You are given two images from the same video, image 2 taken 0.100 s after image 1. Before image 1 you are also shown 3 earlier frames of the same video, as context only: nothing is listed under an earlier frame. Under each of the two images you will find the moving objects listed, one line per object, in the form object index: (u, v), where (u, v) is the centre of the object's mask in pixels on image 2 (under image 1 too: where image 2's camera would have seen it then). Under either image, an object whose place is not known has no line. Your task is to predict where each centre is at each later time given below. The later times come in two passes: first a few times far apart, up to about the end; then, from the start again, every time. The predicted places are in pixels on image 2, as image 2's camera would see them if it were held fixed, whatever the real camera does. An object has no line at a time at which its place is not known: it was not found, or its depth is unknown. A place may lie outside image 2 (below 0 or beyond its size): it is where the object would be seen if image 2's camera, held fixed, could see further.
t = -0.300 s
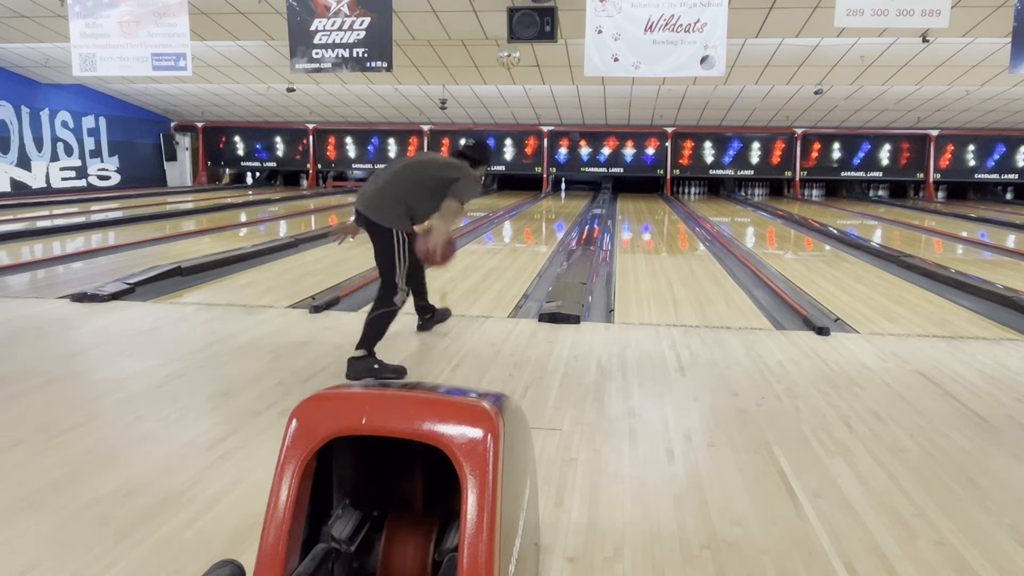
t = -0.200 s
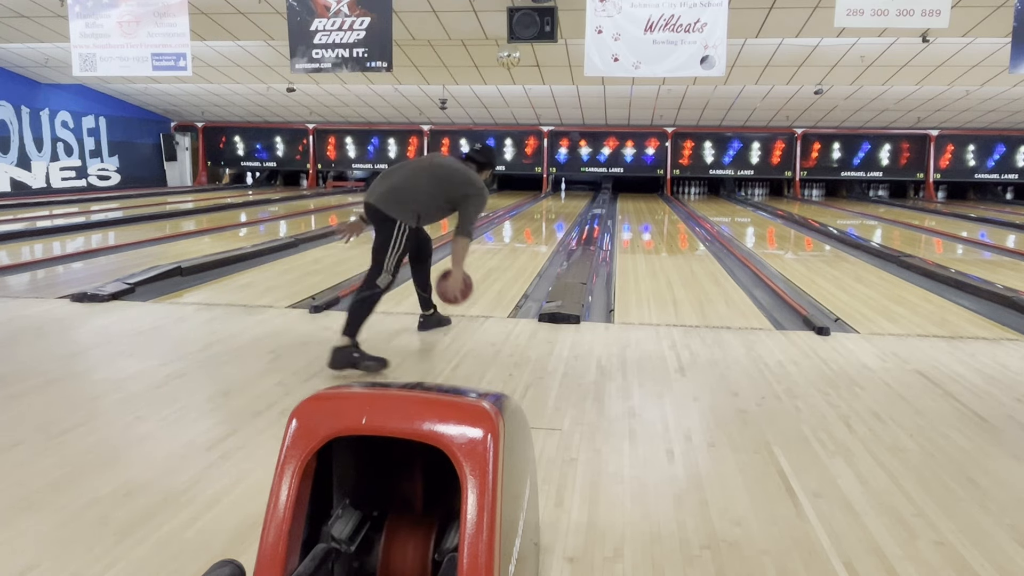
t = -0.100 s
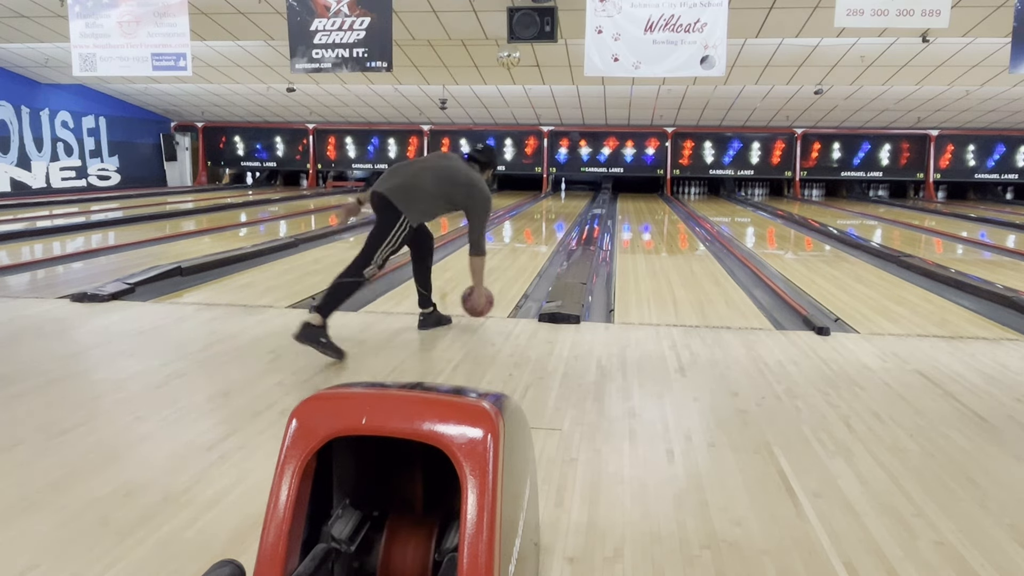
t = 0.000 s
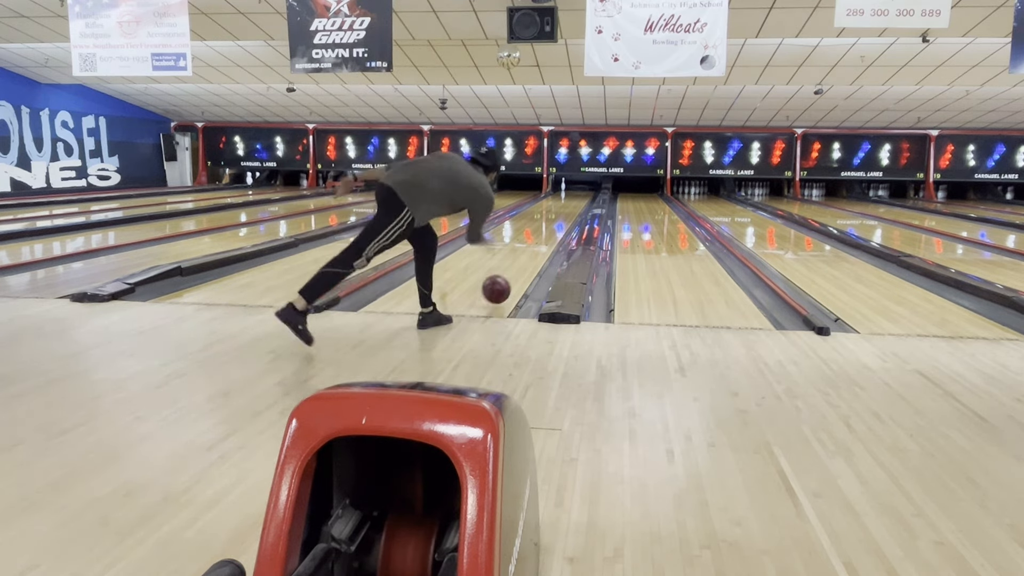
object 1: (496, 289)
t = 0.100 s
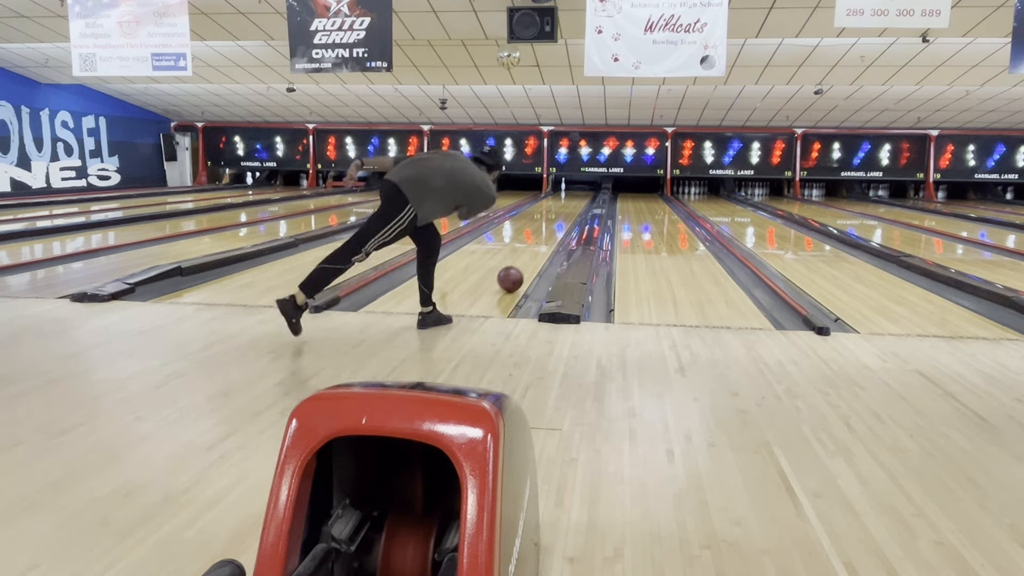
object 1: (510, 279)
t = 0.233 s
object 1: (524, 264)
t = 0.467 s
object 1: (541, 245)
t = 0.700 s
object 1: (551, 232)
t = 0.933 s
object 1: (556, 223)
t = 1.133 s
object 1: (560, 217)
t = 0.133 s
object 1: (514, 275)
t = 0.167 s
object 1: (518, 271)
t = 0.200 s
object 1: (521, 267)
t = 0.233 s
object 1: (524, 264)
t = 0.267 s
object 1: (527, 261)
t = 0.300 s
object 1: (530, 258)
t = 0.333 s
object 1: (532, 255)
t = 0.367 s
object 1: (535, 253)
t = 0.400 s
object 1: (537, 250)
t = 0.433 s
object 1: (539, 248)
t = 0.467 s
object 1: (541, 245)
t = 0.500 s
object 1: (542, 243)
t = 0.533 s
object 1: (544, 241)
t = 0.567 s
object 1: (546, 239)
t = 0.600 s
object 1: (547, 237)
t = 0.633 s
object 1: (548, 235)
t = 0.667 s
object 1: (549, 234)
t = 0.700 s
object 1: (551, 232)
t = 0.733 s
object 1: (552, 231)
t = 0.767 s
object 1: (553, 229)
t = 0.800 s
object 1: (553, 228)
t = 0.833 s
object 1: (554, 226)
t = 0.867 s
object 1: (555, 225)
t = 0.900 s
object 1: (556, 224)
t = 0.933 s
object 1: (556, 223)
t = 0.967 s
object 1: (557, 222)
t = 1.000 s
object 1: (558, 220)
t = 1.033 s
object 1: (558, 219)
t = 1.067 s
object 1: (559, 219)
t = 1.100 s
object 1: (559, 218)
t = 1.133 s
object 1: (560, 217)
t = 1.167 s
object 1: (560, 216)
